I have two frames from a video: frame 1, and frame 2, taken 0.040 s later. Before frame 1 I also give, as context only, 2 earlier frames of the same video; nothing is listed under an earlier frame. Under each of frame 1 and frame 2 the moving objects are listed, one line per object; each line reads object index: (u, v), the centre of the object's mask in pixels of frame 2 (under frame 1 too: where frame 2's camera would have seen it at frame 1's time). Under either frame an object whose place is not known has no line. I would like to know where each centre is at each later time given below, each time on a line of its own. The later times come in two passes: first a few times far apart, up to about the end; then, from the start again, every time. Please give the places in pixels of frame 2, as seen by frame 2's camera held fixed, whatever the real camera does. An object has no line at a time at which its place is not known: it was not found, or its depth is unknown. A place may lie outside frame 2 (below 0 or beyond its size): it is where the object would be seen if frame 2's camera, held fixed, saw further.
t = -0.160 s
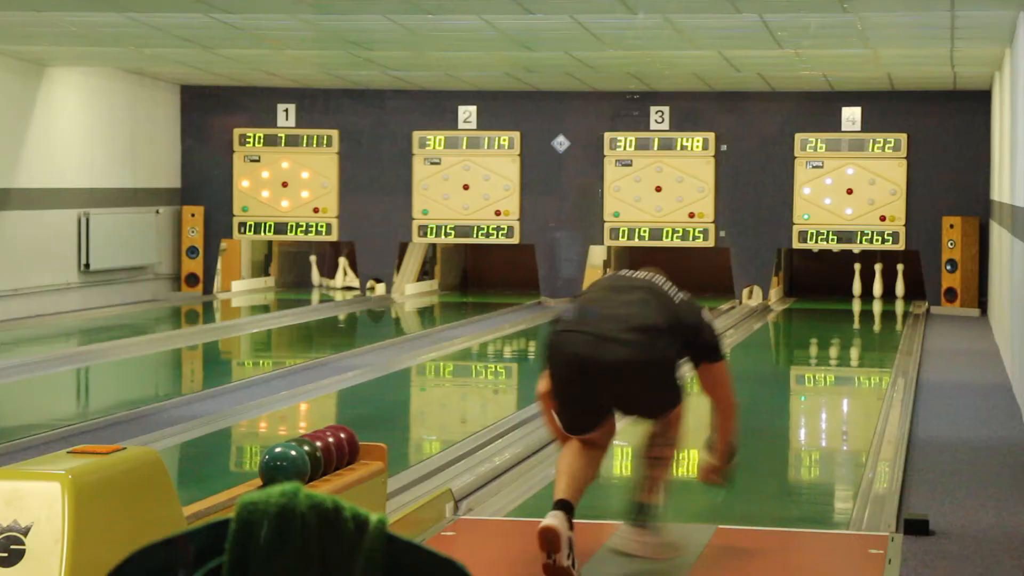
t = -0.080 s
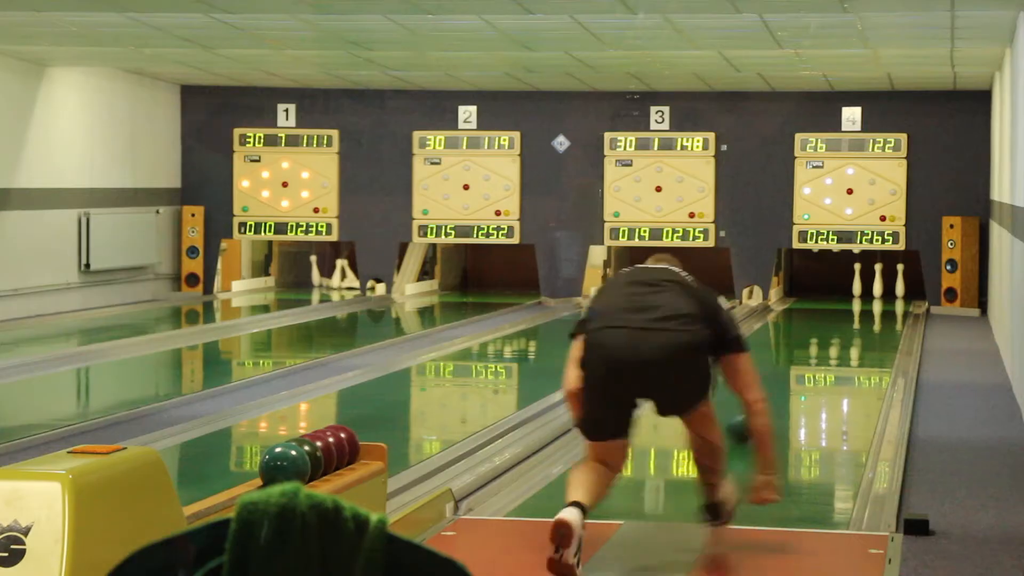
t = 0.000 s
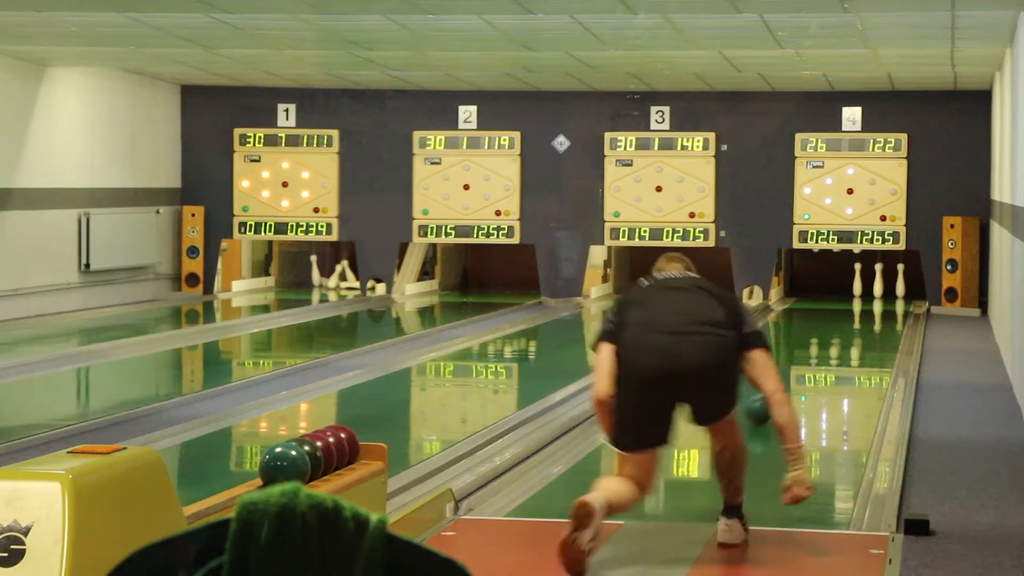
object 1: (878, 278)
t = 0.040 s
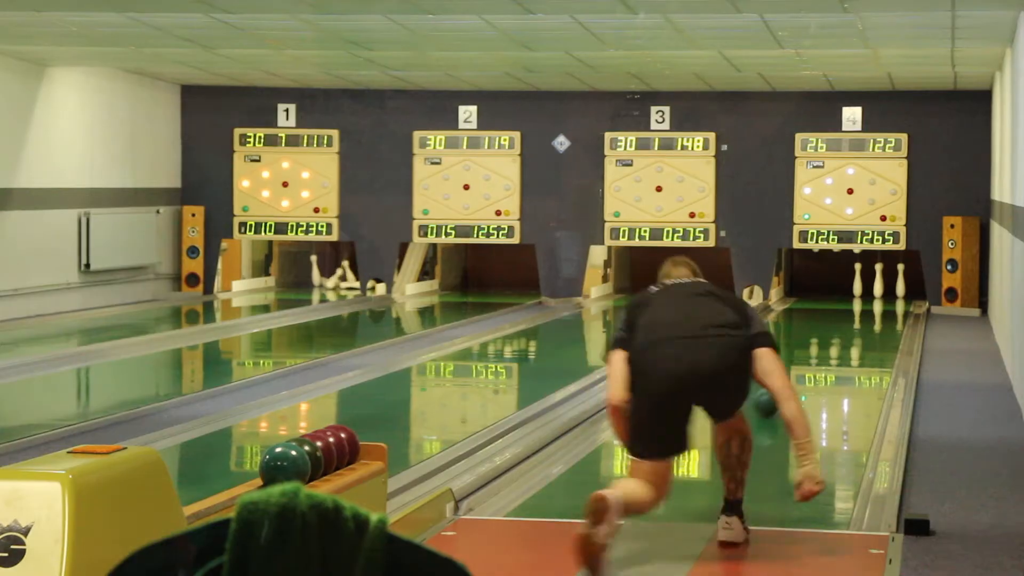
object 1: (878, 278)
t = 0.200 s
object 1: (878, 278)
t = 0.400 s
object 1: (878, 278)
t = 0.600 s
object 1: (878, 278)
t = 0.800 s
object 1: (878, 278)
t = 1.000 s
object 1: (878, 278)
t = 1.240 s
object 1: (878, 274)
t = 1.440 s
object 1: (879, 278)
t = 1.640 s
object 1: (871, 290)
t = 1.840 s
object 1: (839, 290)
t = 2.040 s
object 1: (825, 290)
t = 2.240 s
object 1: (807, 289)
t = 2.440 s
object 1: (810, 289)
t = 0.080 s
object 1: (879, 278)
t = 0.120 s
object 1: (878, 278)
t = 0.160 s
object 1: (878, 278)
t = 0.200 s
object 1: (878, 278)
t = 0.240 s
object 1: (879, 278)
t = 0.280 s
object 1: (878, 278)
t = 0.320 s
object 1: (878, 278)
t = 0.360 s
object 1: (878, 278)
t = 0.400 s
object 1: (878, 278)
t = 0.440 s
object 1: (878, 278)
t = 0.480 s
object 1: (878, 278)
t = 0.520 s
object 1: (878, 278)
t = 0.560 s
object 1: (878, 278)
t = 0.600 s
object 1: (878, 278)
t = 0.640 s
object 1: (878, 278)
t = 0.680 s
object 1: (878, 278)
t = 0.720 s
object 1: (878, 278)
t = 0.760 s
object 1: (878, 278)
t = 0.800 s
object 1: (878, 278)
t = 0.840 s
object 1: (878, 278)
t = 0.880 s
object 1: (878, 278)
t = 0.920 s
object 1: (878, 278)
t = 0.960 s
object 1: (878, 278)
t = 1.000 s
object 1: (878, 278)
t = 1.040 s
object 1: (878, 278)
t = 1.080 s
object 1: (878, 278)
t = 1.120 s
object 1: (879, 278)
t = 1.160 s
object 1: (879, 277)
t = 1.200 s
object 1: (879, 275)
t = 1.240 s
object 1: (878, 274)
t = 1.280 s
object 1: (878, 273)
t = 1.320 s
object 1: (878, 272)
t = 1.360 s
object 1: (878, 275)
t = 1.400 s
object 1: (878, 277)
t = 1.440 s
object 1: (879, 278)
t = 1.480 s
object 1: (878, 278)
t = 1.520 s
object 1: (875, 277)
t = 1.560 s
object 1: (874, 277)
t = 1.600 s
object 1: (872, 284)
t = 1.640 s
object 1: (871, 290)
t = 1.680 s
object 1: (869, 290)
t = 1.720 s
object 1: (845, 290)
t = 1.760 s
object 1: (843, 290)
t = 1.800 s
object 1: (841, 290)
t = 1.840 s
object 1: (839, 290)
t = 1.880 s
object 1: (837, 290)
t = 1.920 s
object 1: (835, 290)
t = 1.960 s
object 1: (828, 290)
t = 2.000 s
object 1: (827, 290)
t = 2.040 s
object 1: (825, 290)
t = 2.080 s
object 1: (823, 290)
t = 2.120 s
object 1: (820, 290)
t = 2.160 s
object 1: (816, 290)
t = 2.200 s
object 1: (812, 290)
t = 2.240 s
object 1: (807, 289)
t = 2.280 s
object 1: (804, 289)
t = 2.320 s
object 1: (806, 289)
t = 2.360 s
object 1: (808, 289)
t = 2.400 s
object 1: (809, 289)
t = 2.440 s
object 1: (810, 289)
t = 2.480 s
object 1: (812, 289)
